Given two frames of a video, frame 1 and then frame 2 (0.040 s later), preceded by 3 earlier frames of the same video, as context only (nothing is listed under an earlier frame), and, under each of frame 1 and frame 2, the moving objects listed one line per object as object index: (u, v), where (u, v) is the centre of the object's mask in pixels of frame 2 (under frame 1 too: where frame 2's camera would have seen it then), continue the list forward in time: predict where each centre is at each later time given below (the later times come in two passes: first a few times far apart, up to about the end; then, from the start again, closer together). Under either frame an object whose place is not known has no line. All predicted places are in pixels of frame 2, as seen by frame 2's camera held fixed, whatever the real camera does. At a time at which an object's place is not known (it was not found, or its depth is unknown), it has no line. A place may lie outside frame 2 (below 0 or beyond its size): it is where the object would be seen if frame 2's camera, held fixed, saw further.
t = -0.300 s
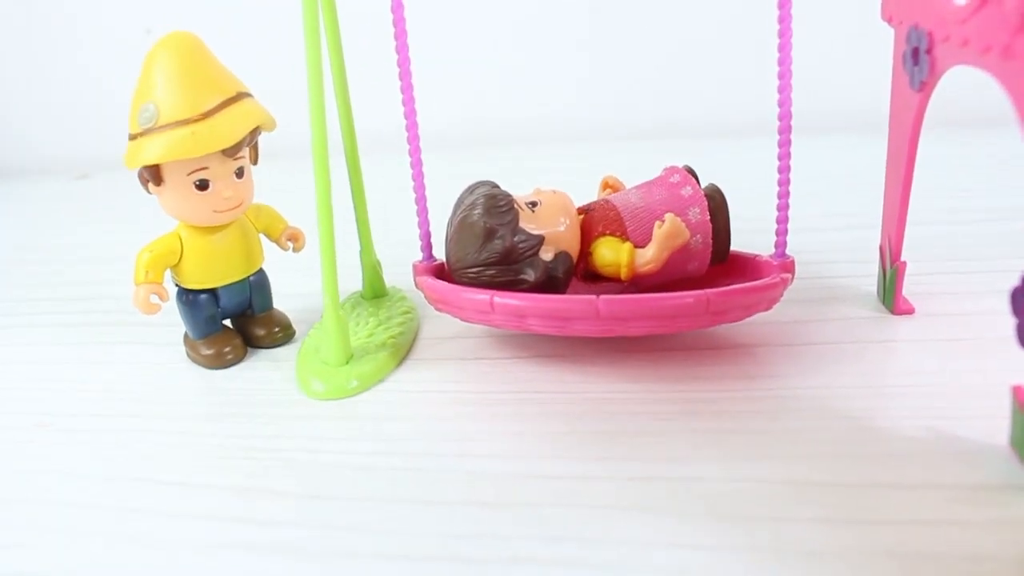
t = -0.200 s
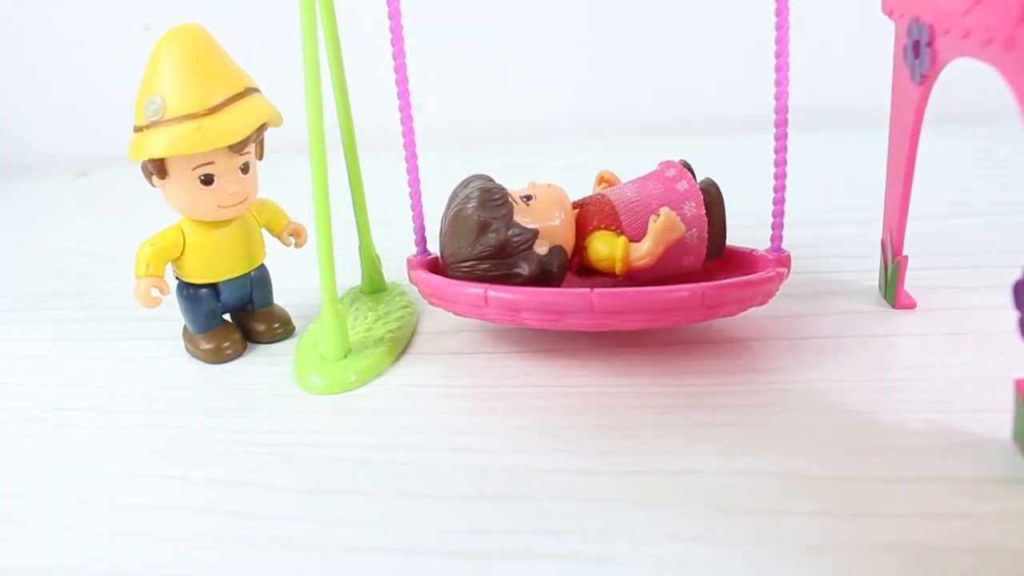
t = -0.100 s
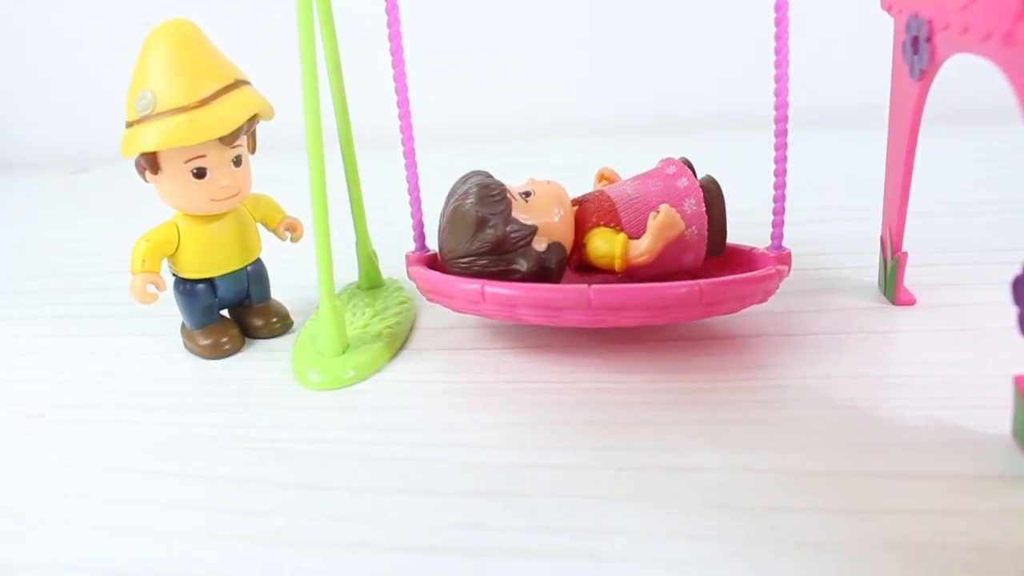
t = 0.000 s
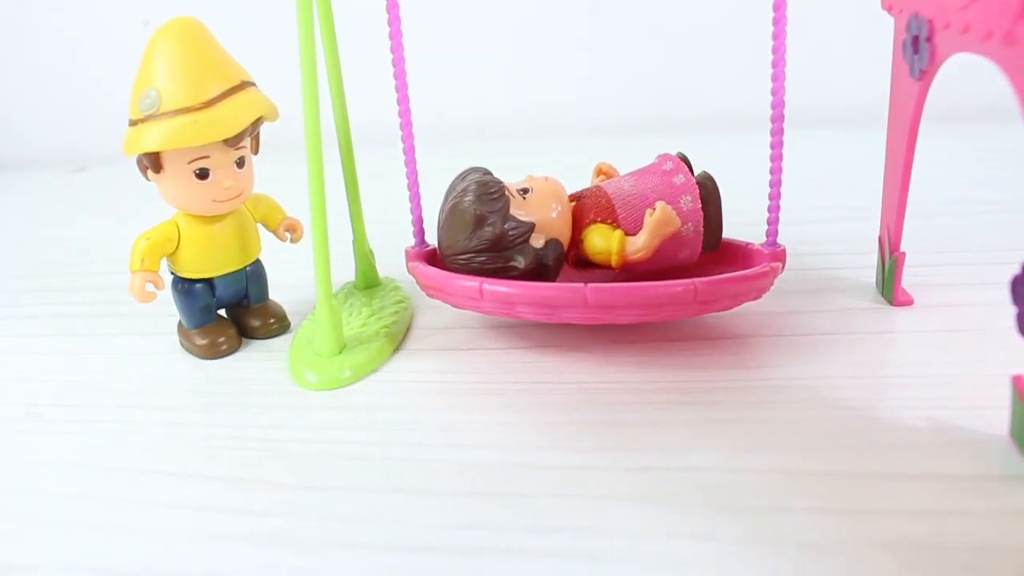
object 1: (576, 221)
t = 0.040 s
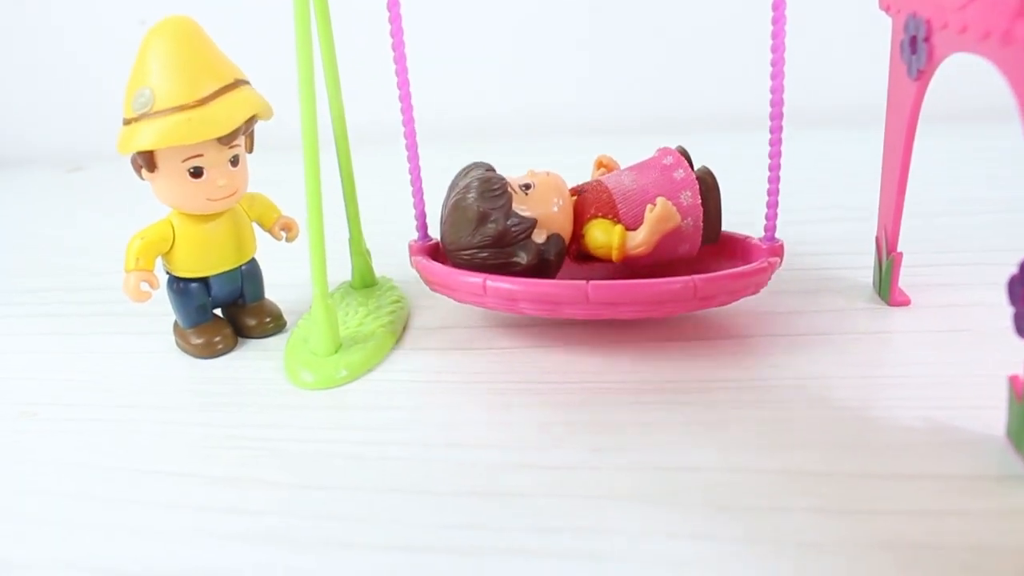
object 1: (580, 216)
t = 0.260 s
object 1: (576, 205)
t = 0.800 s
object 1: (573, 169)
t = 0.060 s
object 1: (581, 213)
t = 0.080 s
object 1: (580, 208)
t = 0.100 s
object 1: (578, 205)
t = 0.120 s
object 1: (576, 201)
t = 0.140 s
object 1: (575, 199)
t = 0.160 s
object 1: (574, 197)
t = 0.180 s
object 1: (575, 196)
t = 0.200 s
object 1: (576, 197)
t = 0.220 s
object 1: (576, 199)
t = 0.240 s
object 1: (576, 201)
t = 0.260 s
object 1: (576, 205)
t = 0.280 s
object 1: (574, 210)
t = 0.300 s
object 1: (574, 215)
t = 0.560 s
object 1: (573, 235)
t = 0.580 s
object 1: (575, 234)
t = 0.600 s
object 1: (577, 231)
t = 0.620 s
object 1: (577, 226)
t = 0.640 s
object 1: (577, 220)
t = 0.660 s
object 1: (576, 212)
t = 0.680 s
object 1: (575, 204)
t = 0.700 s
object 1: (573, 196)
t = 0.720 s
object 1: (572, 188)
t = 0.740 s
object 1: (571, 181)
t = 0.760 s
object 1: (571, 175)
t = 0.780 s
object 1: (571, 171)
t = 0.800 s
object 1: (573, 169)
